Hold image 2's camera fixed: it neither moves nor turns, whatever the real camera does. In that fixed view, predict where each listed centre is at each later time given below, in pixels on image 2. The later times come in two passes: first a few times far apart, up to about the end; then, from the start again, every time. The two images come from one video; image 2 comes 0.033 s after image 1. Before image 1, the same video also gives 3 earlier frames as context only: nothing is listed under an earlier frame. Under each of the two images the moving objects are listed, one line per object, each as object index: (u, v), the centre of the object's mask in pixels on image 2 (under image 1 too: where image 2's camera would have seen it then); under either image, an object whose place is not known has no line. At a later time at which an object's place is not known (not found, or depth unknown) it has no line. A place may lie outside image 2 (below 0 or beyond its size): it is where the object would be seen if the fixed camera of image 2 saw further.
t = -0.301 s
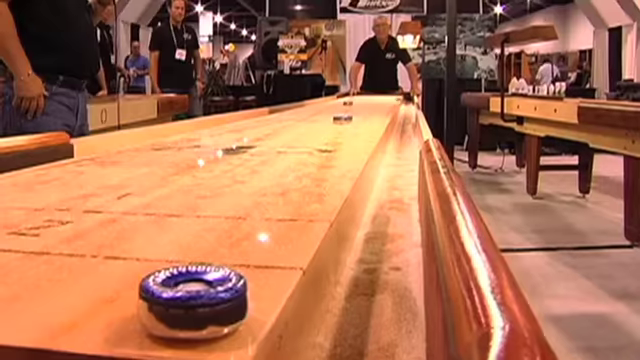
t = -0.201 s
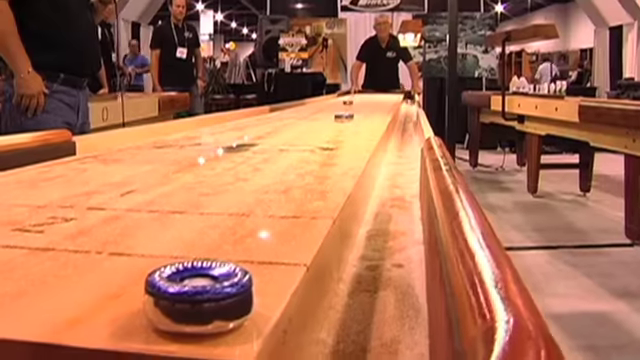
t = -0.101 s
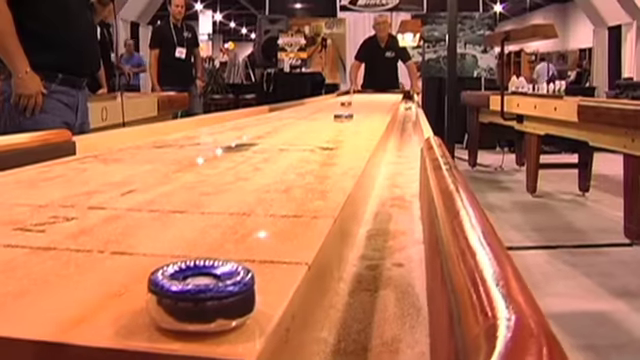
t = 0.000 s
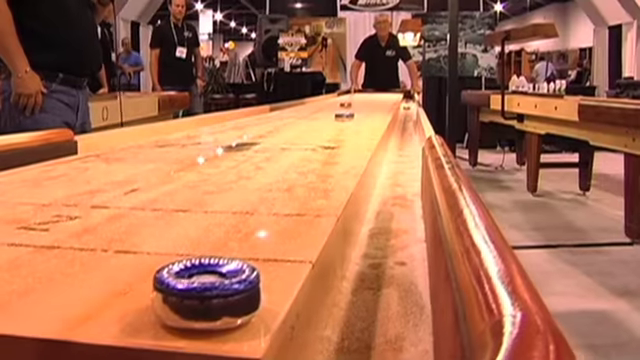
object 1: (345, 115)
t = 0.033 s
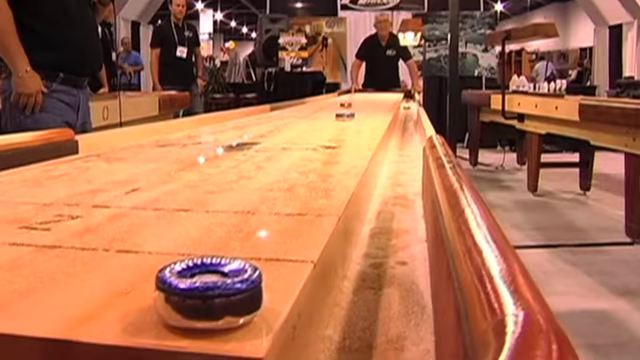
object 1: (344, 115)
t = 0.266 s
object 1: (344, 113)
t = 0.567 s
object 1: (342, 117)
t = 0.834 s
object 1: (337, 125)
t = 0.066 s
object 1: (345, 115)
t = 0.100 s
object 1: (344, 115)
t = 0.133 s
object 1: (344, 115)
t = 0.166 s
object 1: (344, 115)
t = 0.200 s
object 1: (344, 112)
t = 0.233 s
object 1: (344, 113)
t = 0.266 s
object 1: (344, 113)
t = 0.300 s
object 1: (343, 113)
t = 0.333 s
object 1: (343, 113)
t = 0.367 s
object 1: (343, 113)
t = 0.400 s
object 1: (343, 114)
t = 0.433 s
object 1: (343, 114)
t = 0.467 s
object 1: (343, 115)
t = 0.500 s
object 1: (343, 115)
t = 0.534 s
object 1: (343, 116)
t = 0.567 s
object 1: (342, 117)
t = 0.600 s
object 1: (342, 118)
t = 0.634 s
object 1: (341, 119)
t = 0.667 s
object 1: (341, 120)
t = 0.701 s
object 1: (340, 120)
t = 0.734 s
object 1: (340, 122)
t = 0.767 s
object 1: (339, 123)
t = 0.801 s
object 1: (338, 124)
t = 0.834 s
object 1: (337, 125)
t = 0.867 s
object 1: (337, 126)
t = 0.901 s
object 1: (336, 127)
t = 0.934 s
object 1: (335, 128)
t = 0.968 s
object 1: (334, 129)
